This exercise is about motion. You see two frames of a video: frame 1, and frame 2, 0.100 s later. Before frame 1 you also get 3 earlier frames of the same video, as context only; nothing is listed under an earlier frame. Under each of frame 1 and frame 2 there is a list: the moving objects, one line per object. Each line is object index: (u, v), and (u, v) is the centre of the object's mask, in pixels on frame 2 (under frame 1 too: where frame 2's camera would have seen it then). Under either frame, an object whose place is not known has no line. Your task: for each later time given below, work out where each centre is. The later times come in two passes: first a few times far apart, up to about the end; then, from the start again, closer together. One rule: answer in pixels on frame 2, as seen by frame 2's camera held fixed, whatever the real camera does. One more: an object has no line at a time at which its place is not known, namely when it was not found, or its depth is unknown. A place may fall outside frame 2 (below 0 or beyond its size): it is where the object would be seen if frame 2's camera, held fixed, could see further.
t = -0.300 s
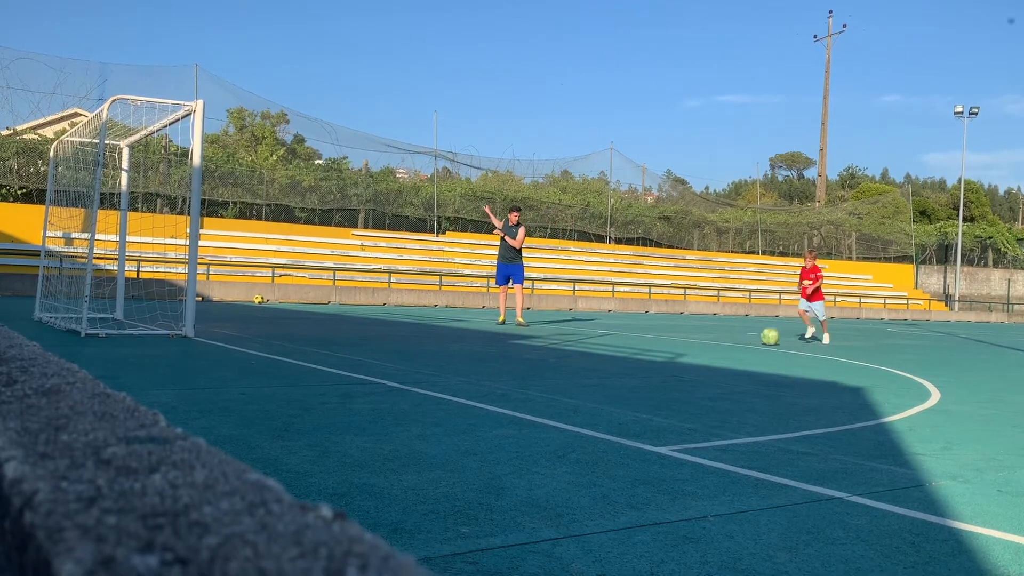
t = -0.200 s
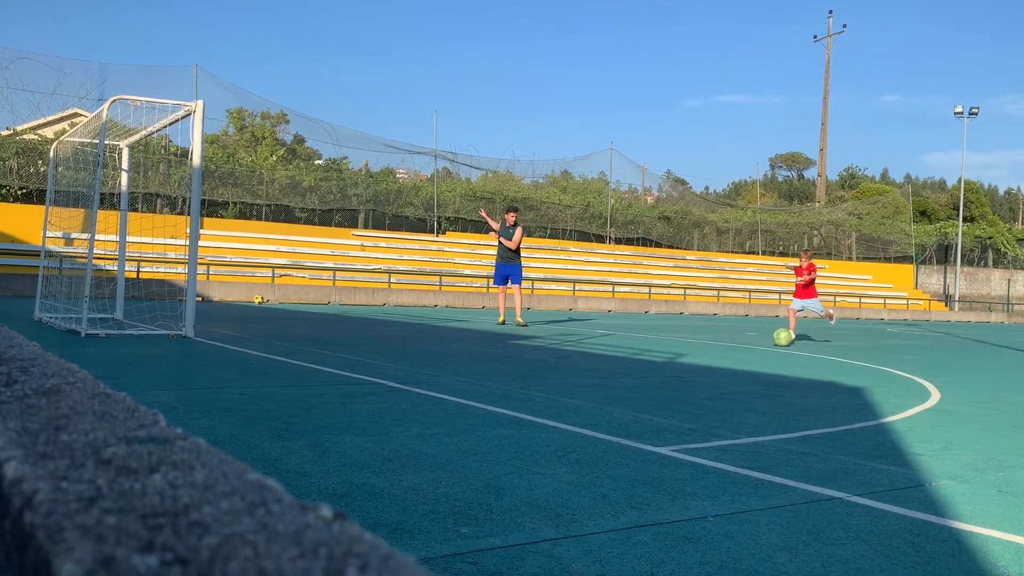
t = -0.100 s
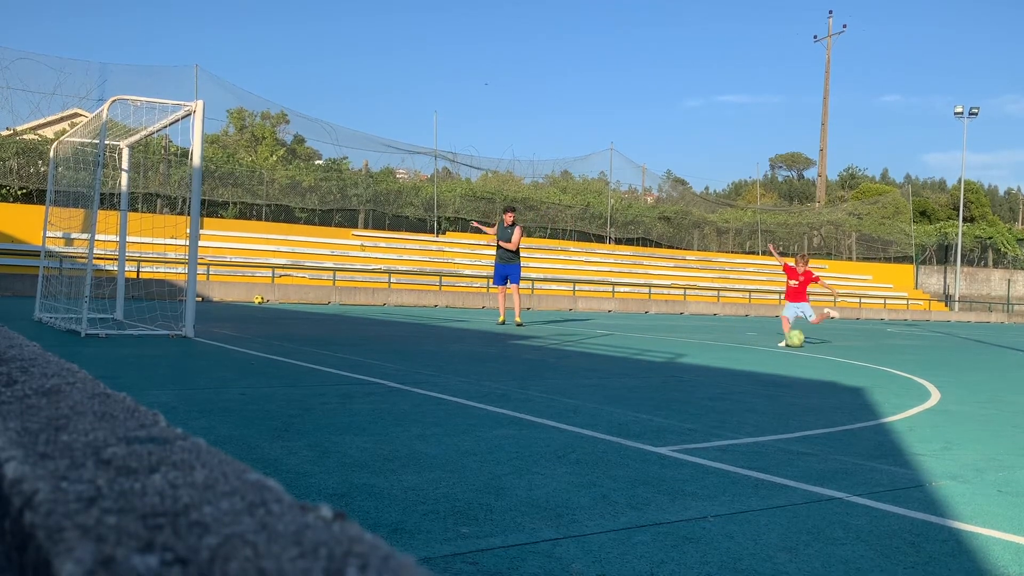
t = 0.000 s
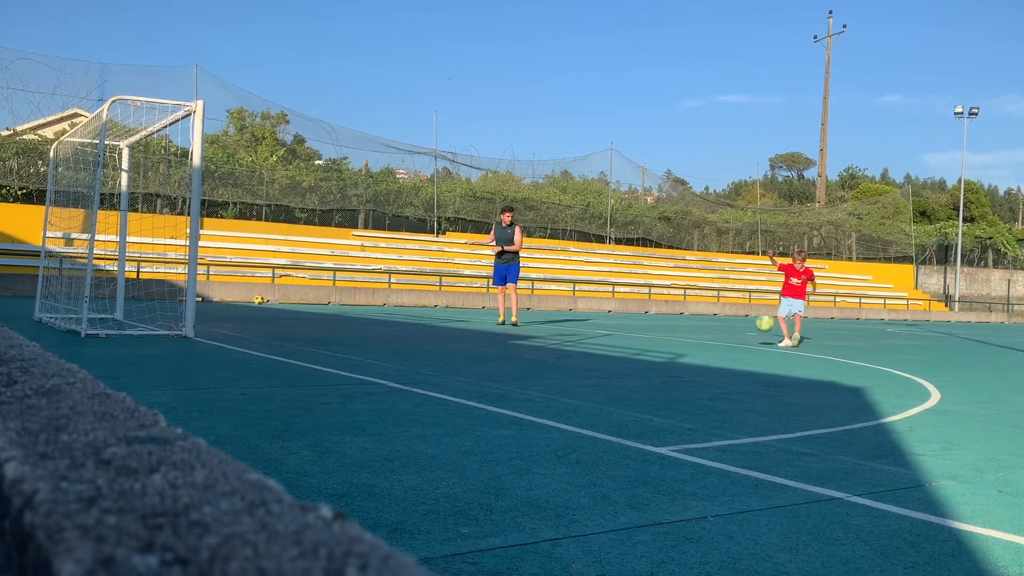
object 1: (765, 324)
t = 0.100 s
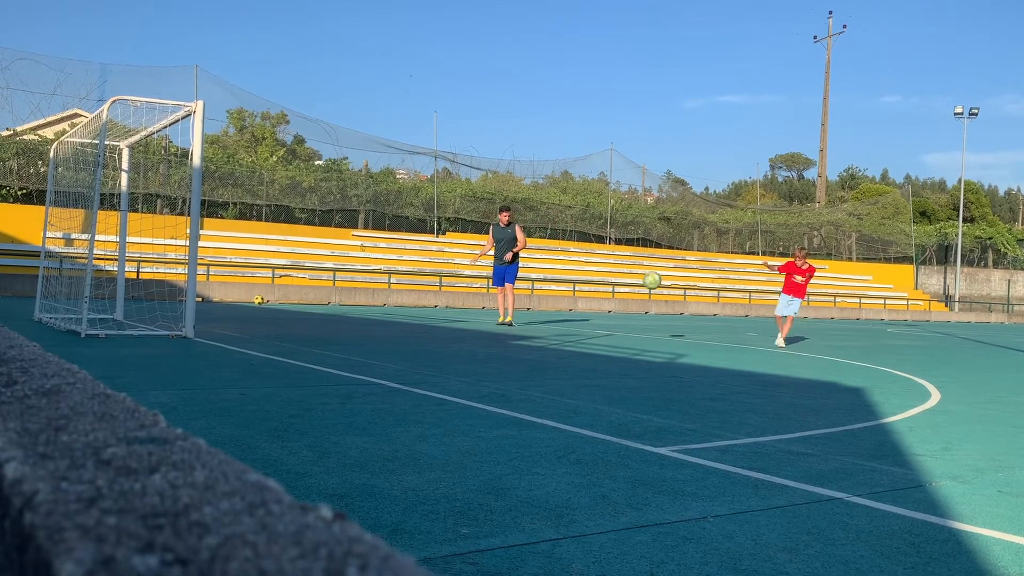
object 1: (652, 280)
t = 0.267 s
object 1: (462, 226)
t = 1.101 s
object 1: (105, 289)
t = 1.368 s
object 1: (157, 234)
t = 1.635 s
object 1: (206, 240)
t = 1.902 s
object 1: (247, 303)
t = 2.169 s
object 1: (287, 271)
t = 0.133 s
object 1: (614, 268)
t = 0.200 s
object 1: (538, 245)
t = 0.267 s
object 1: (462, 226)
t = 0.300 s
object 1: (424, 218)
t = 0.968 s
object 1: (74, 281)
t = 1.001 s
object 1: (78, 299)
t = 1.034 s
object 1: (94, 313)
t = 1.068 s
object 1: (97, 301)
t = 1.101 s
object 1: (105, 289)
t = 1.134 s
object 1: (111, 280)
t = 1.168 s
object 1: (118, 270)
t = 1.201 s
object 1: (125, 261)
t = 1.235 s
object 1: (131, 254)
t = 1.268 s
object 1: (138, 248)
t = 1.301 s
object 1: (144, 242)
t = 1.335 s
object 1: (151, 238)
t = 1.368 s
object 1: (157, 234)
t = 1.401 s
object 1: (163, 232)
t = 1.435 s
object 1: (169, 231)
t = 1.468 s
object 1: (175, 230)
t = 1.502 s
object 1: (181, 230)
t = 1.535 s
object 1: (184, 231)
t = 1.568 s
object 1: (187, 232)
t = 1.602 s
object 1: (203, 237)
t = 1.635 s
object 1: (206, 240)
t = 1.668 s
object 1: (210, 245)
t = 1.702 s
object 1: (215, 251)
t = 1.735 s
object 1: (221, 257)
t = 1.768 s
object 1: (226, 265)
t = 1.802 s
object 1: (231, 273)
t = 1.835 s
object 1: (236, 282)
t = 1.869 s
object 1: (241, 292)
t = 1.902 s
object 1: (247, 303)
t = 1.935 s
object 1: (251, 316)
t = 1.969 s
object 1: (256, 309)
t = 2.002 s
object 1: (262, 300)
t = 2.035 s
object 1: (267, 293)
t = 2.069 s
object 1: (272, 285)
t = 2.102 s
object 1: (277, 280)
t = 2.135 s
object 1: (282, 275)
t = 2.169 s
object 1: (287, 271)
